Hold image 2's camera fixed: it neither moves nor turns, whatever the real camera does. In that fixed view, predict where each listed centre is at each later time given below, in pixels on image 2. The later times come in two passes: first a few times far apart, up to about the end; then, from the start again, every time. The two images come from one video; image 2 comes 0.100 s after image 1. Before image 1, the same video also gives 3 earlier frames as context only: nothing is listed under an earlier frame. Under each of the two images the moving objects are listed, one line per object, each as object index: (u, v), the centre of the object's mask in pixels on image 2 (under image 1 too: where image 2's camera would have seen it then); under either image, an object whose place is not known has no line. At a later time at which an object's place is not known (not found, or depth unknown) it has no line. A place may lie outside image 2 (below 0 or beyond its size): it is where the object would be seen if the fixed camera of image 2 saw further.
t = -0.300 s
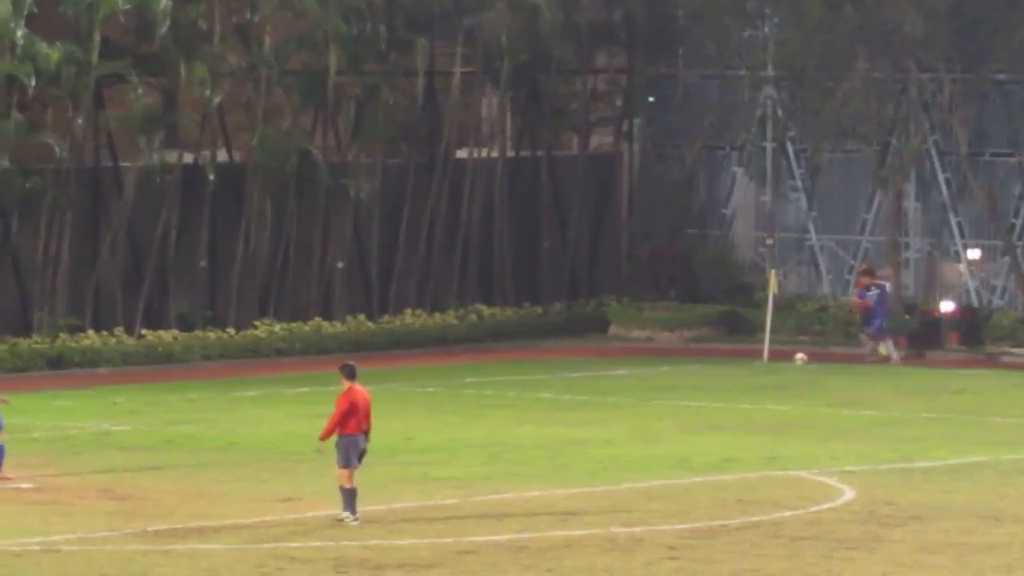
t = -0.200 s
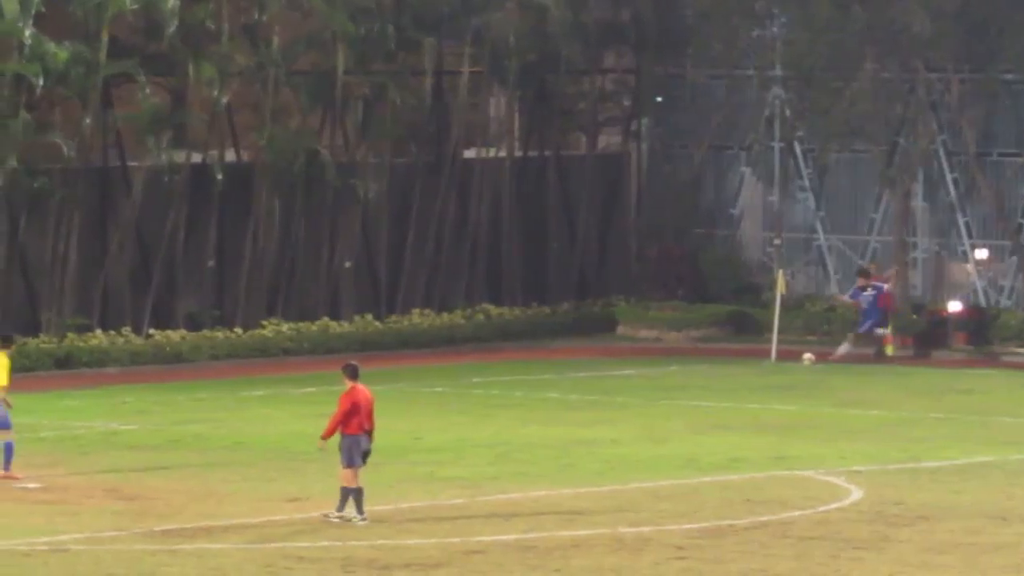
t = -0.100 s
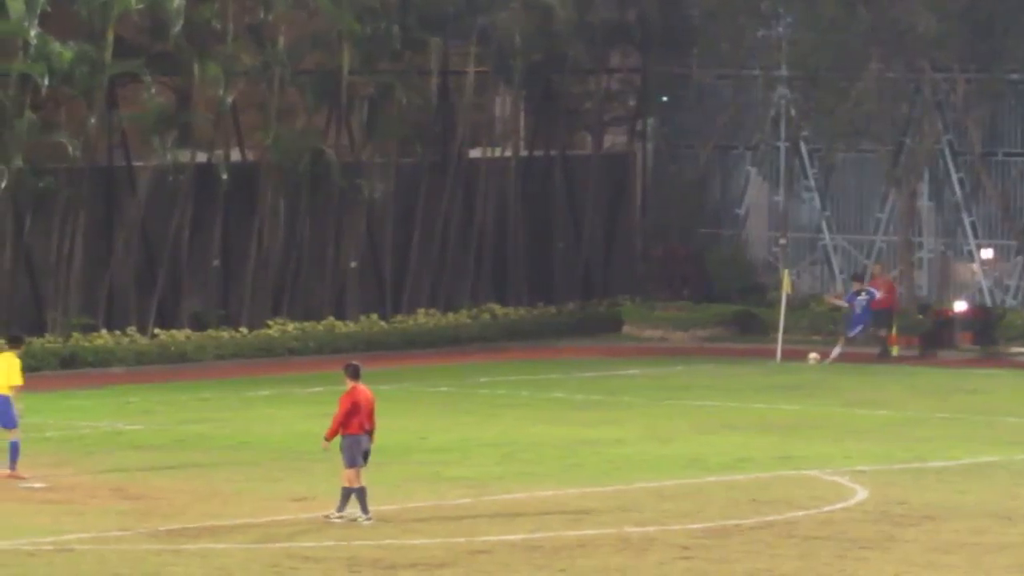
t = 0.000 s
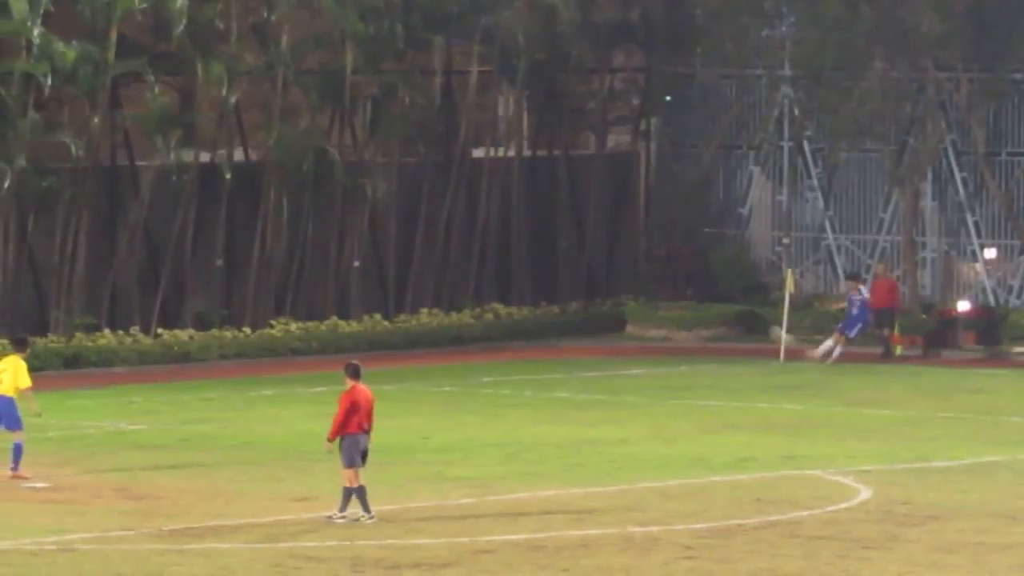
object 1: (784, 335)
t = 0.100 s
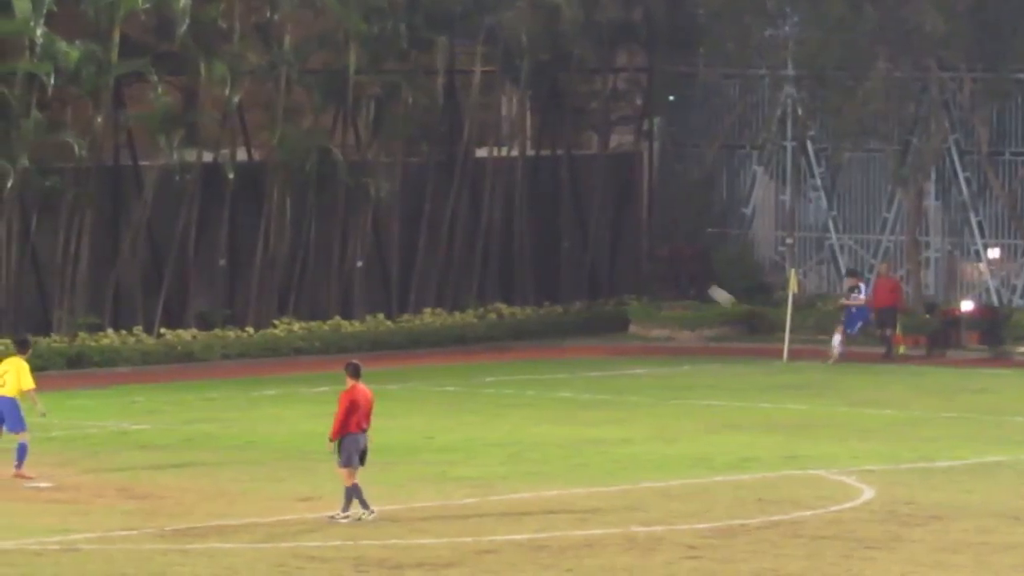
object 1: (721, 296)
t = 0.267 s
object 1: (616, 234)
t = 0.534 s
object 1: (459, 156)
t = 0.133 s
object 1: (699, 283)
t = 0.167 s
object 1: (678, 271)
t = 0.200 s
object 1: (657, 258)
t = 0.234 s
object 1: (637, 246)
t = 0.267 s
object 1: (616, 234)
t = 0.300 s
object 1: (597, 223)
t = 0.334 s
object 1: (575, 212)
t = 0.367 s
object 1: (556, 201)
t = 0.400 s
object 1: (539, 192)
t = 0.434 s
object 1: (516, 182)
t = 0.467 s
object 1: (498, 173)
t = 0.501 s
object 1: (478, 164)
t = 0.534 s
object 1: (459, 156)
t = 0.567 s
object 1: (442, 147)
